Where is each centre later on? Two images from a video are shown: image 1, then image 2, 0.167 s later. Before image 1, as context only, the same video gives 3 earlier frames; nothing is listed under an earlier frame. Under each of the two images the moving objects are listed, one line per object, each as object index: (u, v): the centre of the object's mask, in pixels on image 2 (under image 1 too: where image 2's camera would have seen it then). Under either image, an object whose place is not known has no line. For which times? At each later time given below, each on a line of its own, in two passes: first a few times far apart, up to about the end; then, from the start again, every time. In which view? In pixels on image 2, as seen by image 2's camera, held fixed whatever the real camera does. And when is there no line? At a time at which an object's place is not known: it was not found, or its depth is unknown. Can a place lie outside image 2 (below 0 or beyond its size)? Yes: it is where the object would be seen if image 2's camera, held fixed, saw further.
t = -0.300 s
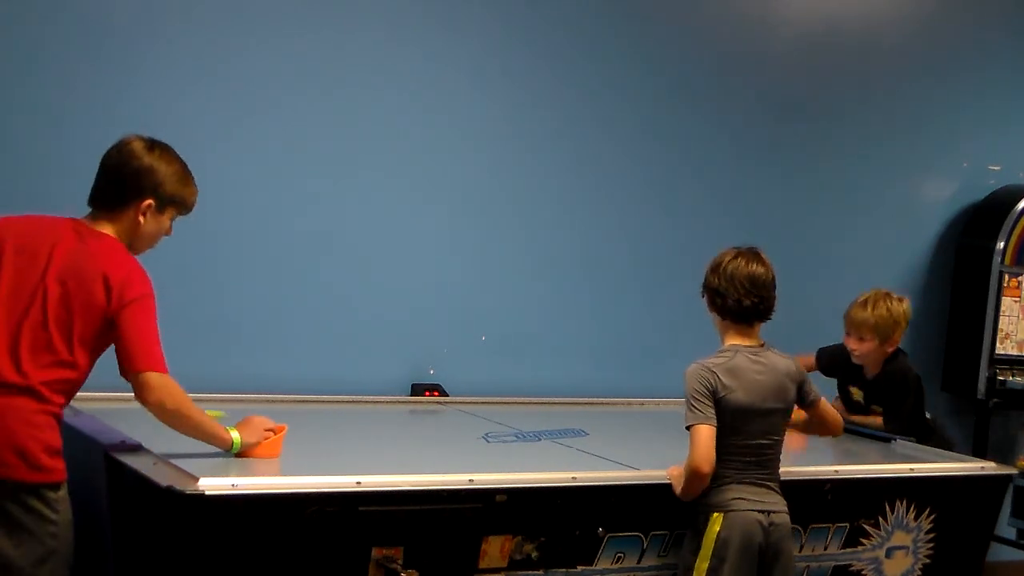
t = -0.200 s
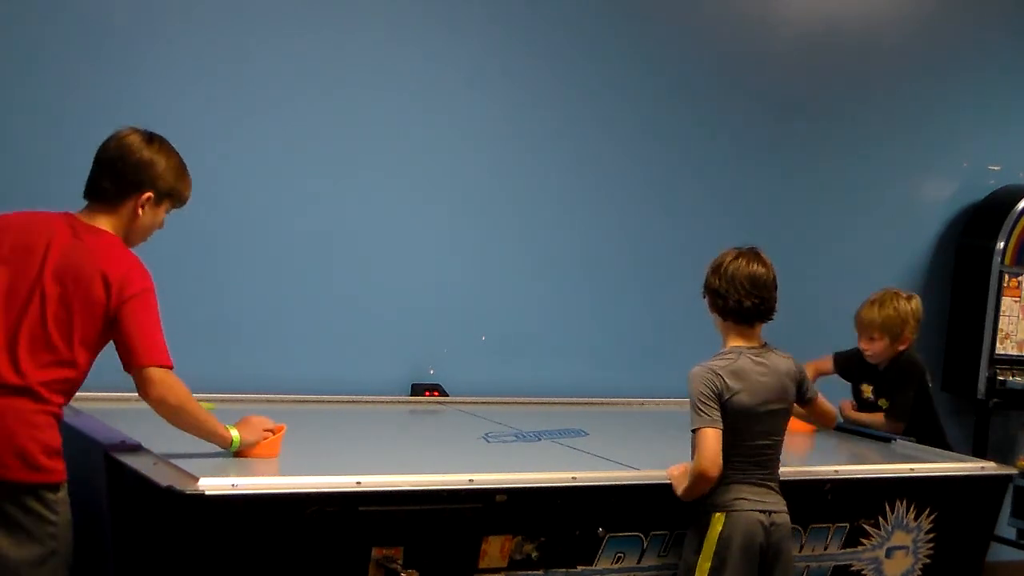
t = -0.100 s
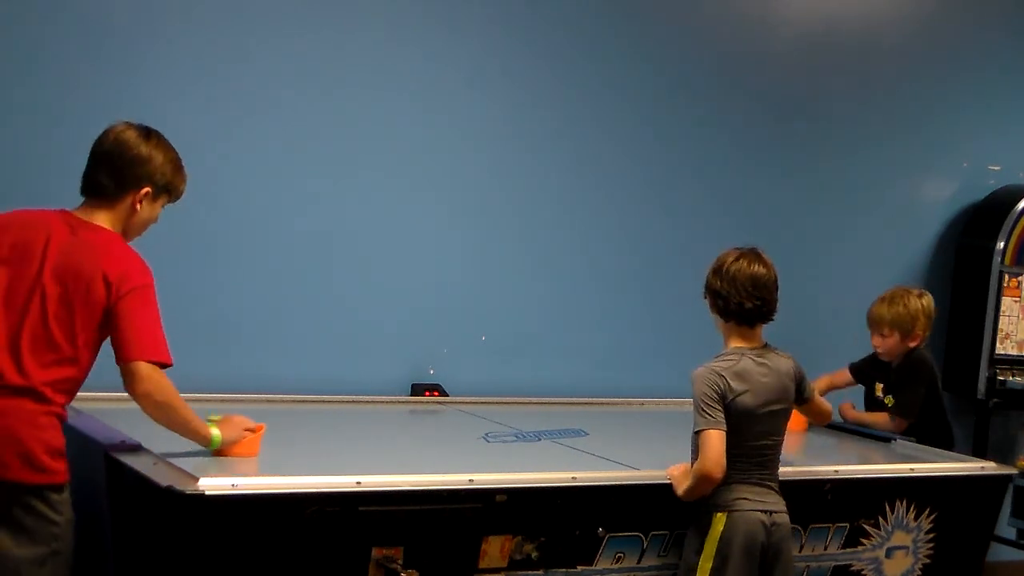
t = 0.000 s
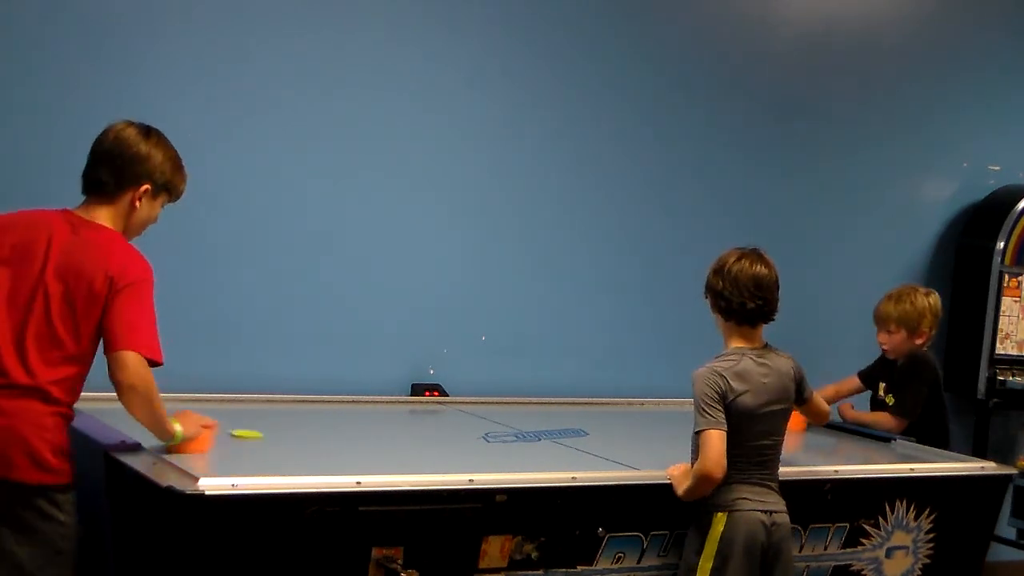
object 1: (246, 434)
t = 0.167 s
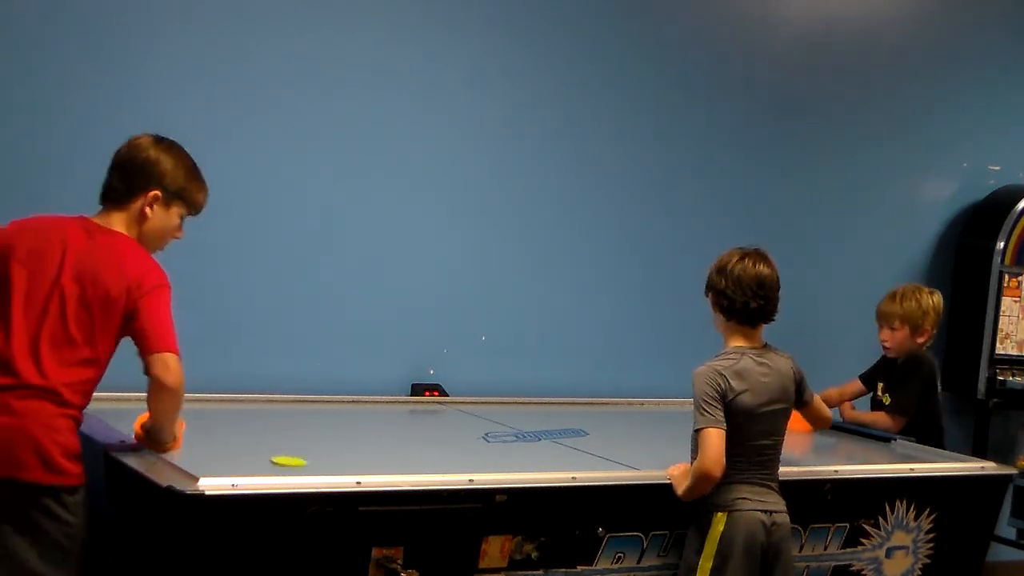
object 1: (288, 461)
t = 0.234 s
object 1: (306, 472)
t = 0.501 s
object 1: (227, 443)
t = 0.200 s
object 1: (298, 468)
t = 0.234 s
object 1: (306, 472)
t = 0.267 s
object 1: (308, 474)
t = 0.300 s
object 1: (299, 472)
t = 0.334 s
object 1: (286, 467)
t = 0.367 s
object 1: (274, 462)
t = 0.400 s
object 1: (261, 457)
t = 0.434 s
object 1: (249, 452)
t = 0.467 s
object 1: (237, 447)
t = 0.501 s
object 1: (227, 443)
